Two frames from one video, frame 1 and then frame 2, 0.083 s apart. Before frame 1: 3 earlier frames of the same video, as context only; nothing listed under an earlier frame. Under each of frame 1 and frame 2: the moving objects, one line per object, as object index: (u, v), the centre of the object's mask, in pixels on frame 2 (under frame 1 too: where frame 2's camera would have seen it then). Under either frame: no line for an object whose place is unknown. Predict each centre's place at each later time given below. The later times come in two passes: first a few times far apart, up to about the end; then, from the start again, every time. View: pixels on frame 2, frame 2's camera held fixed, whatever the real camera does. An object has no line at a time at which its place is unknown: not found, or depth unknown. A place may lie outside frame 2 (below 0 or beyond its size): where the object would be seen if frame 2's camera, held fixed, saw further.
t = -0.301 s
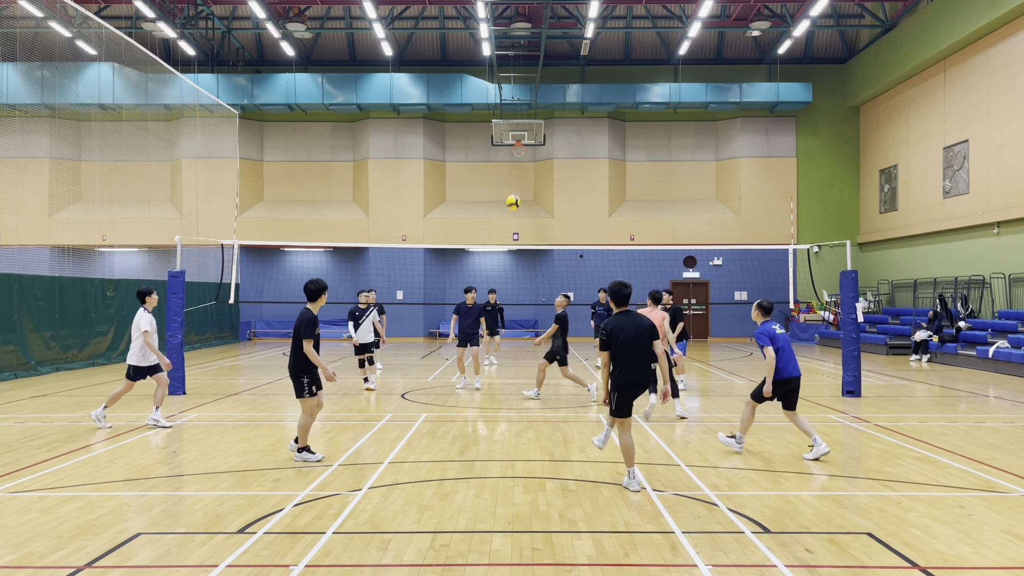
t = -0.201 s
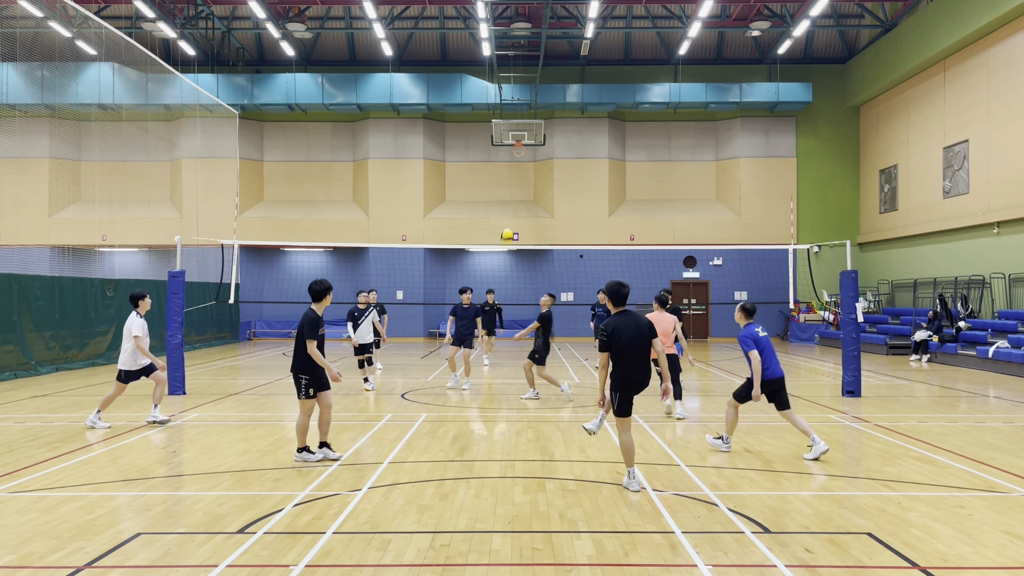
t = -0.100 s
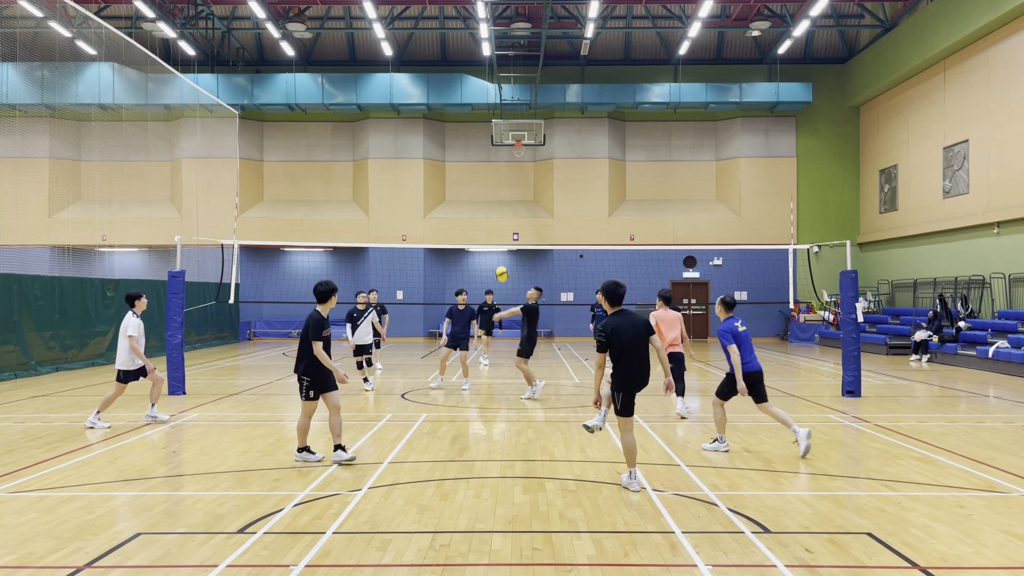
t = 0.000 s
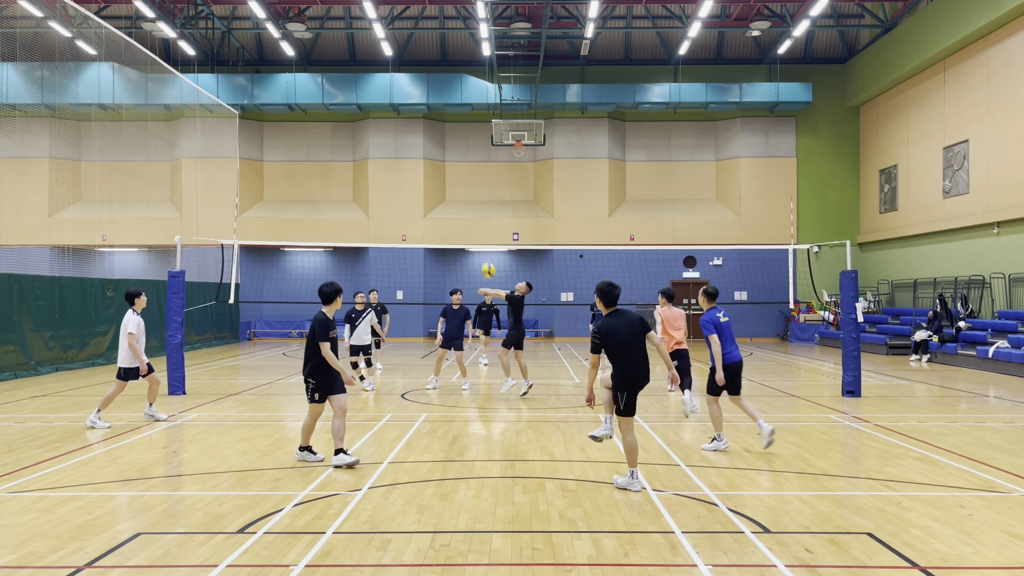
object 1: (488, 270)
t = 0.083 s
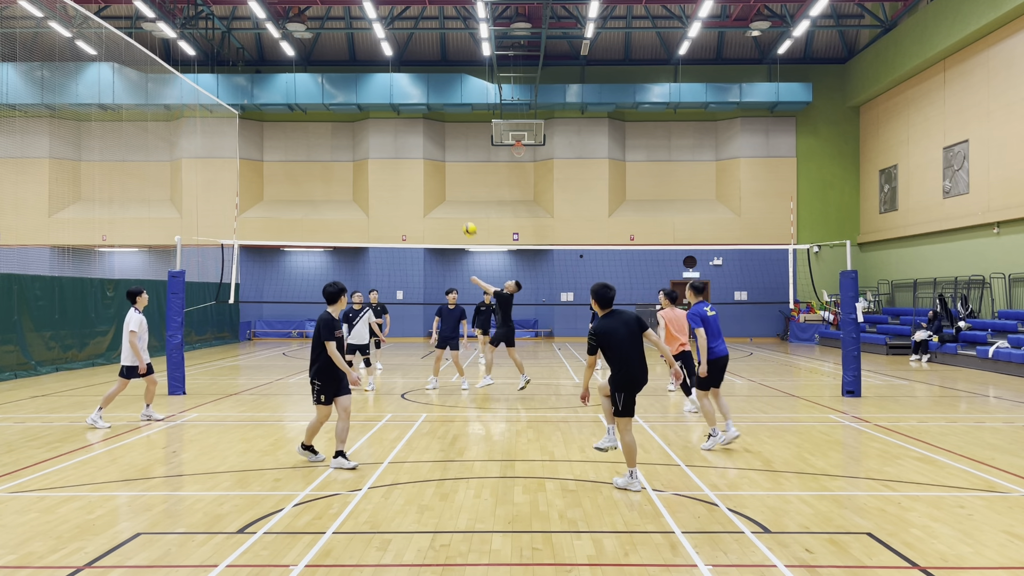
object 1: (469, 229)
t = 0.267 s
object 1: (428, 157)
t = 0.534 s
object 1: (366, 90)
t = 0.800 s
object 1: (305, 71)
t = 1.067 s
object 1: (244, 100)
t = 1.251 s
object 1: (202, 148)
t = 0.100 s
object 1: (466, 222)
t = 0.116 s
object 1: (462, 214)
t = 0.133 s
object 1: (459, 207)
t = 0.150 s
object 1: (455, 200)
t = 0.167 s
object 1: (451, 193)
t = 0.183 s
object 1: (447, 187)
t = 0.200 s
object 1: (443, 181)
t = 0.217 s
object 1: (439, 174)
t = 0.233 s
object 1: (436, 168)
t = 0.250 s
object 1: (432, 162)
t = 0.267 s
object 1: (428, 157)
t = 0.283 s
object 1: (424, 151)
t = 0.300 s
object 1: (420, 146)
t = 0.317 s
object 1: (417, 141)
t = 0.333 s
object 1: (413, 135)
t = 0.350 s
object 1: (409, 131)
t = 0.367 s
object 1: (405, 126)
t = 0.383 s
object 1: (401, 122)
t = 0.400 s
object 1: (398, 117)
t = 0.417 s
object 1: (394, 113)
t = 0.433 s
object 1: (390, 110)
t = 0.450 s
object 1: (386, 106)
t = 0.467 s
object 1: (382, 102)
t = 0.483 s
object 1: (378, 99)
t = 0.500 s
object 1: (374, 96)
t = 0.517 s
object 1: (370, 93)
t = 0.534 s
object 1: (366, 90)
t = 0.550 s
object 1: (362, 87)
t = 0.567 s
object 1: (359, 85)
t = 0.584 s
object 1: (355, 83)
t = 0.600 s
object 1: (351, 81)
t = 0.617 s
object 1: (348, 79)
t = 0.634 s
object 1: (343, 77)
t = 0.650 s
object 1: (340, 76)
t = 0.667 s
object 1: (336, 74)
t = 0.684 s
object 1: (332, 73)
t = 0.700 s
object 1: (328, 73)
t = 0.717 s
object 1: (324, 72)
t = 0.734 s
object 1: (320, 72)
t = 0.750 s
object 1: (317, 71)
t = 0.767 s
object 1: (313, 71)
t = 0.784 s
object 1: (309, 71)
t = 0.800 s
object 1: (305, 71)
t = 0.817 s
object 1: (301, 71)
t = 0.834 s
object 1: (297, 72)
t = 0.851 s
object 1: (293, 72)
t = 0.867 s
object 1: (290, 73)
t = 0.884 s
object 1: (286, 75)
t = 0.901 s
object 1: (282, 76)
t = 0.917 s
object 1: (278, 77)
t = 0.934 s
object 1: (274, 79)
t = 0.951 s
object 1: (270, 81)
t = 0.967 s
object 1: (266, 83)
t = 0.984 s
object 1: (262, 85)
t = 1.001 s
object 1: (259, 88)
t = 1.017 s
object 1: (255, 91)
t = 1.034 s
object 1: (251, 94)
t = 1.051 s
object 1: (247, 97)
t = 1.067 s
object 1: (244, 100)
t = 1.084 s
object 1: (240, 103)
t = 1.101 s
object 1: (236, 107)
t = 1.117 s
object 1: (232, 111)
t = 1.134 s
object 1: (229, 115)
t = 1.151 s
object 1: (225, 119)
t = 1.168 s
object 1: (221, 123)
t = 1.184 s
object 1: (217, 128)
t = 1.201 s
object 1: (213, 133)
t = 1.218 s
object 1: (210, 137)
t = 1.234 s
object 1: (206, 142)
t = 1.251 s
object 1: (202, 148)
